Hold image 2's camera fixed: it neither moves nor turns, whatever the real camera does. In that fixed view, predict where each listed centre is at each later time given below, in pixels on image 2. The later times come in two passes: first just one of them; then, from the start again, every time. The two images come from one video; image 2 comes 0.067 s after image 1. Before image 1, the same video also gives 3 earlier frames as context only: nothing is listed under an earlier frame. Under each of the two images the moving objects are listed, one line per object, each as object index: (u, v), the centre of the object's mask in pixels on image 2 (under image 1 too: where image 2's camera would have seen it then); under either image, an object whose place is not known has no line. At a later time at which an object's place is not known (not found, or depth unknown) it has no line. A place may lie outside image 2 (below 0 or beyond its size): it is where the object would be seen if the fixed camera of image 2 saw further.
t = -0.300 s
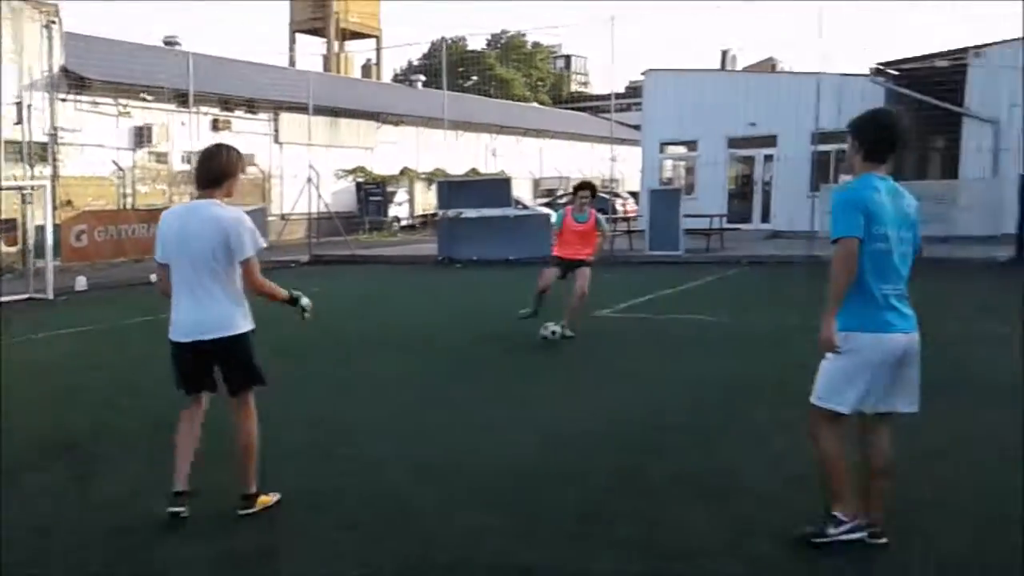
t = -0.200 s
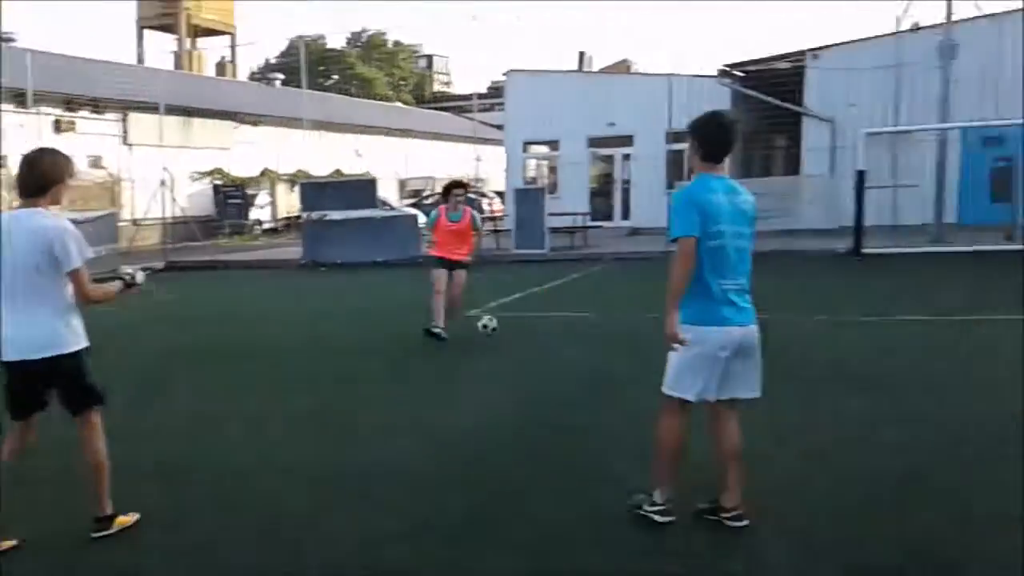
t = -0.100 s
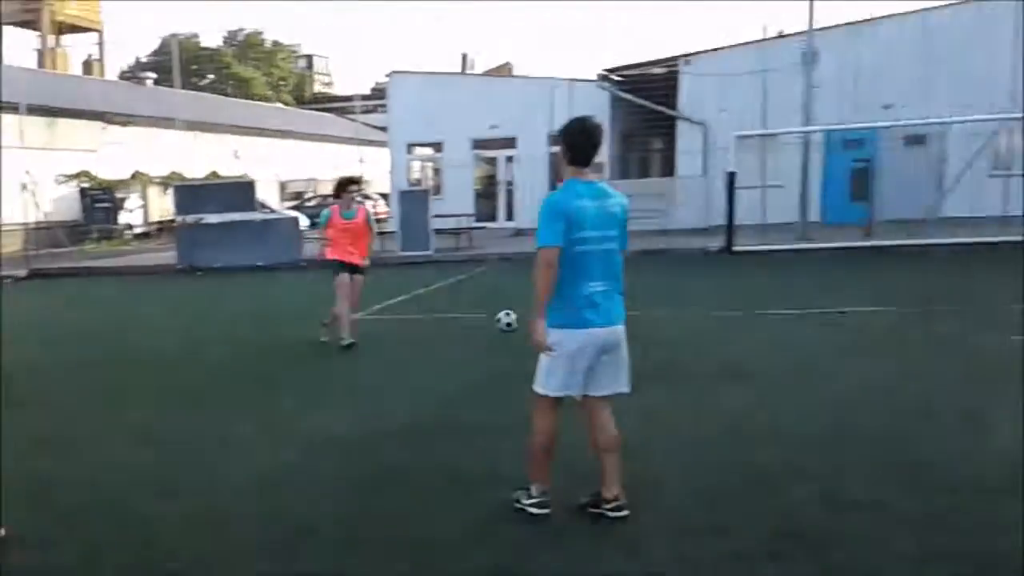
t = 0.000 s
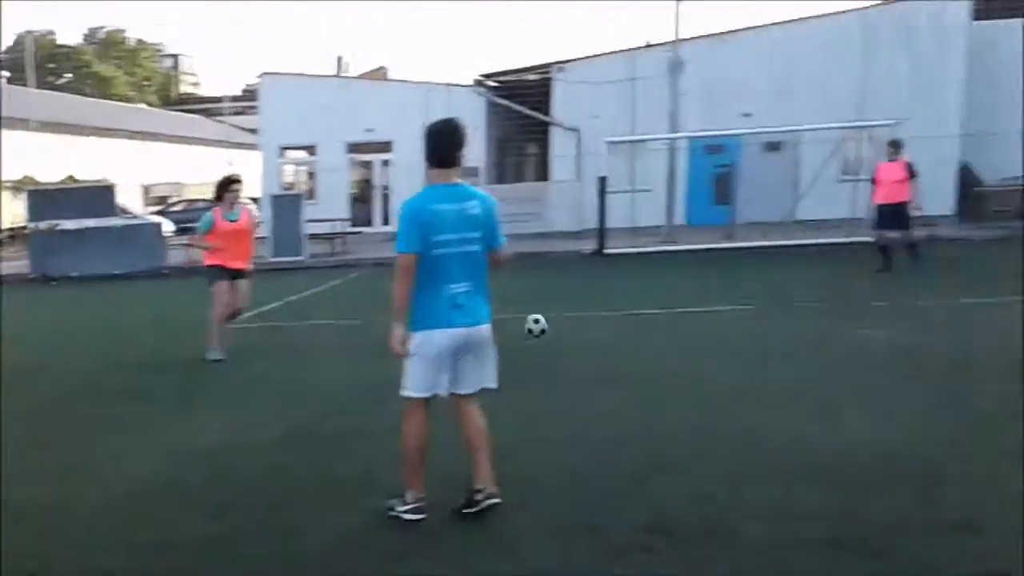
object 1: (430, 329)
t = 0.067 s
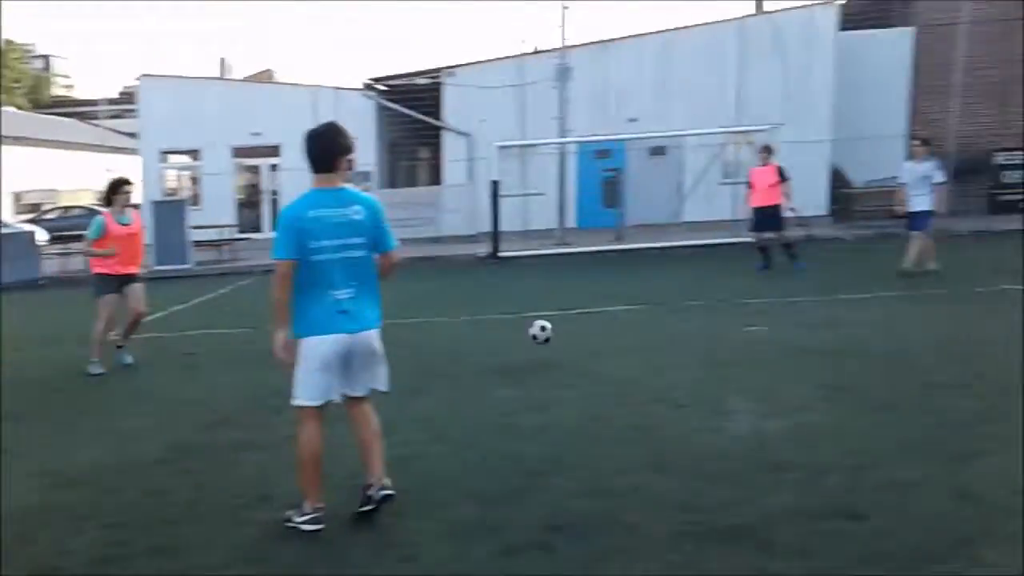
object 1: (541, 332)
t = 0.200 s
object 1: (763, 337)
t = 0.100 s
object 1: (597, 335)
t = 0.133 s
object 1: (655, 340)
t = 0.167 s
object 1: (715, 345)
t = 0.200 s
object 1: (763, 337)
